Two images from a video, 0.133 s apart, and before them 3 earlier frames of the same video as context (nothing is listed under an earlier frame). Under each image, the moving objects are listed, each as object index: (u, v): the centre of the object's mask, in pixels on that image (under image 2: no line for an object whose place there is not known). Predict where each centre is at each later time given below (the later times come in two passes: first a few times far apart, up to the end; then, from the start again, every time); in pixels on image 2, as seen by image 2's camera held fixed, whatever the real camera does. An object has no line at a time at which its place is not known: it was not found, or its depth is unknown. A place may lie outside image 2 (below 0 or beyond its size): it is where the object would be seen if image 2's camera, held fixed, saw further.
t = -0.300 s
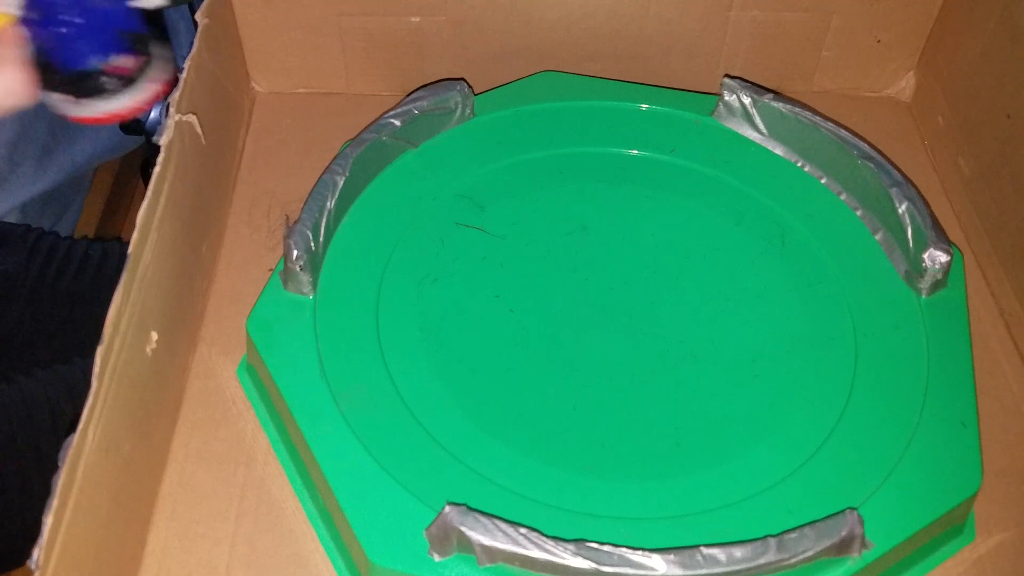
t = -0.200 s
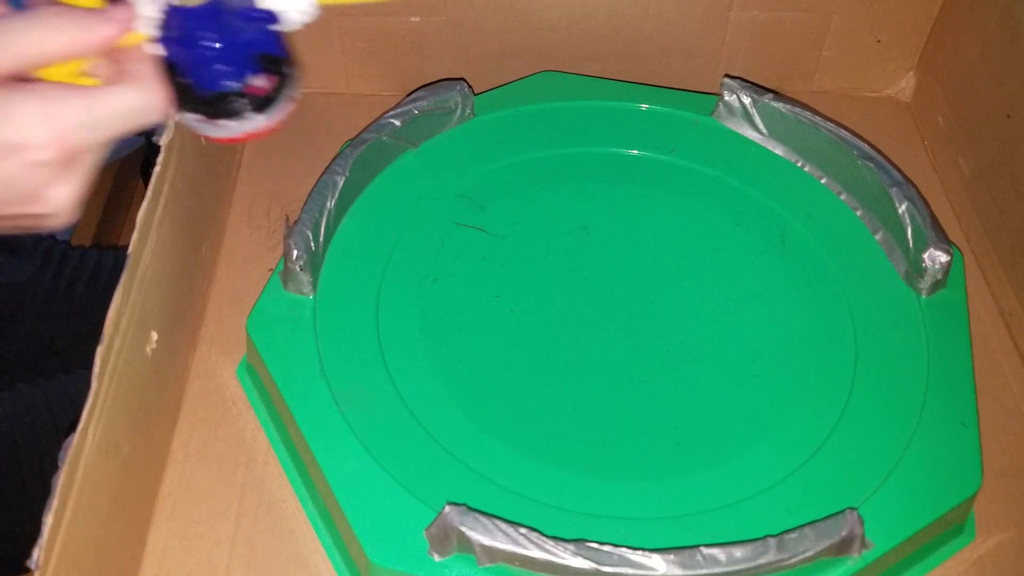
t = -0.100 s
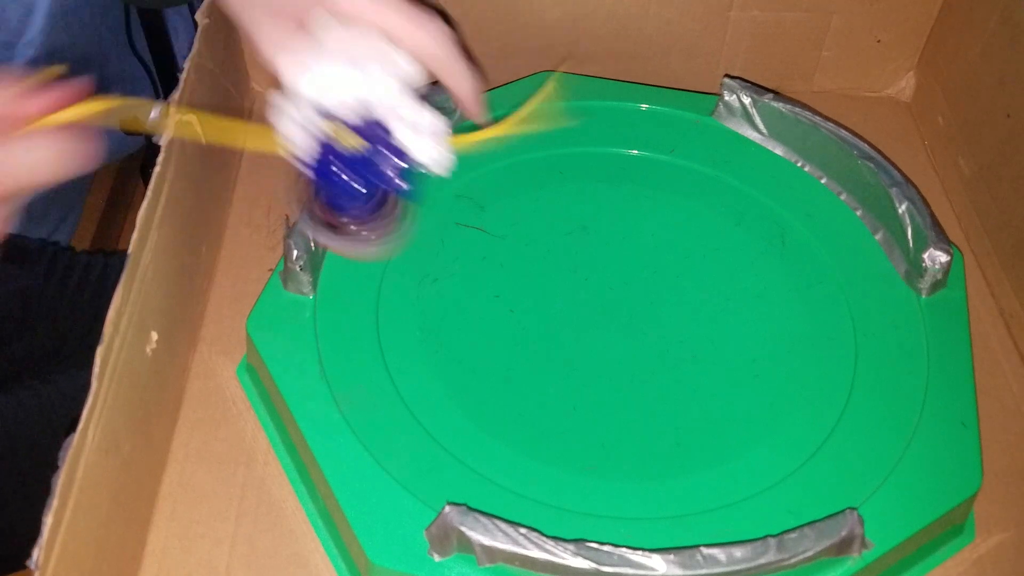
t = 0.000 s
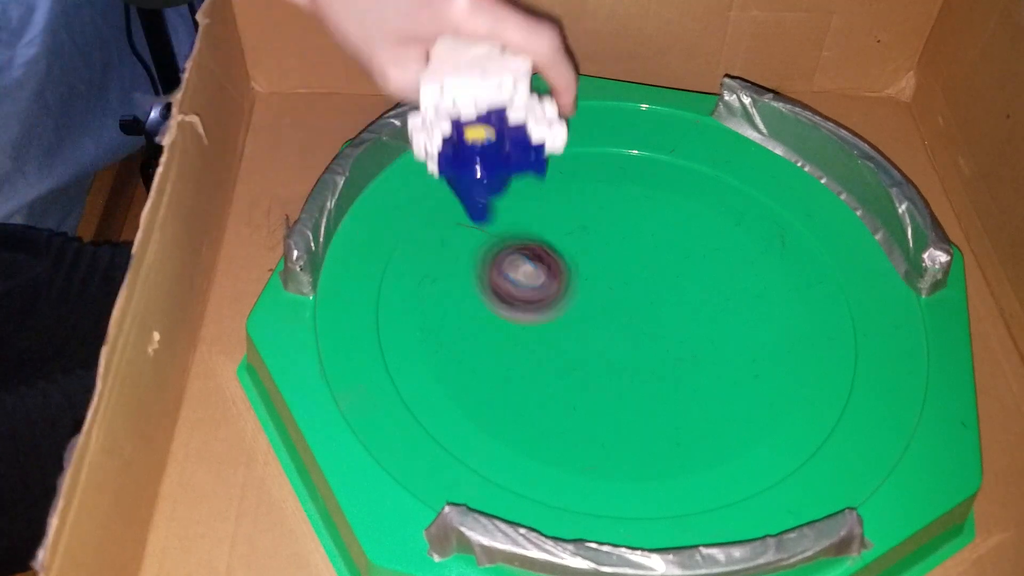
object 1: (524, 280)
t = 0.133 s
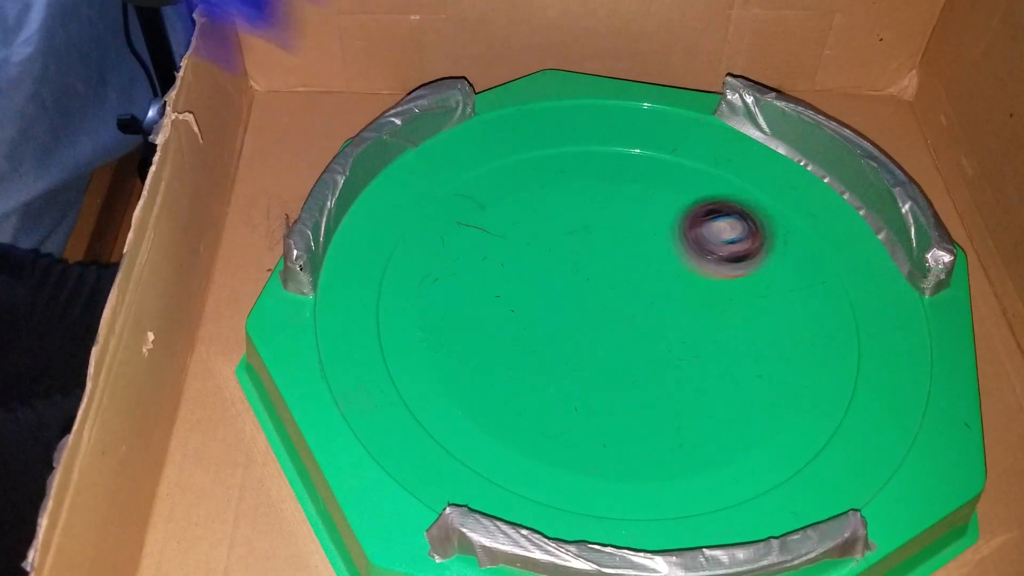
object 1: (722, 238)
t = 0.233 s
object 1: (814, 229)
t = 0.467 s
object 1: (768, 353)
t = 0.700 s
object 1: (572, 376)
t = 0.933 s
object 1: (540, 277)
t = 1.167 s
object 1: (626, 275)
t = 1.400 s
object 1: (622, 315)
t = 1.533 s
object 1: (606, 314)
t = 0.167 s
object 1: (760, 232)
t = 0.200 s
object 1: (791, 228)
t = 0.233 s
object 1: (814, 229)
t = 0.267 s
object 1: (822, 238)
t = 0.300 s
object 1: (821, 251)
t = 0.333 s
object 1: (817, 267)
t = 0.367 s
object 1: (811, 285)
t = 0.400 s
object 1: (801, 307)
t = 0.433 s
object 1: (787, 330)
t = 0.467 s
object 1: (768, 353)
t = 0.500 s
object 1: (744, 371)
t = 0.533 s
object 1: (715, 385)
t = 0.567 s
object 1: (684, 393)
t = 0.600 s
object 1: (653, 396)
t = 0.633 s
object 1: (623, 393)
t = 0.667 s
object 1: (596, 386)
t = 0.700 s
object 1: (572, 376)
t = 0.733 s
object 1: (554, 362)
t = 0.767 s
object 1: (541, 347)
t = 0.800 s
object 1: (532, 332)
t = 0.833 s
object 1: (528, 316)
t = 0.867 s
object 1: (528, 301)
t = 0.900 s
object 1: (532, 288)
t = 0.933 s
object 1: (540, 277)
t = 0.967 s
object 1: (551, 267)
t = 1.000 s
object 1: (564, 262)
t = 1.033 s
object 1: (578, 259)
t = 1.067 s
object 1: (592, 259)
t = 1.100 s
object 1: (606, 262)
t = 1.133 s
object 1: (617, 268)
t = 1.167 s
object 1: (626, 275)
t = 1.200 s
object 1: (633, 283)
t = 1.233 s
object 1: (636, 291)
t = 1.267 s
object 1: (637, 299)
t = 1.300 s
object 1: (634, 305)
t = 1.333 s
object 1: (631, 311)
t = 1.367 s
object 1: (626, 314)
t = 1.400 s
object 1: (622, 315)
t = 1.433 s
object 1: (617, 316)
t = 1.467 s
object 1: (613, 316)
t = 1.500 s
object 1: (609, 315)
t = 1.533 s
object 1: (606, 314)
